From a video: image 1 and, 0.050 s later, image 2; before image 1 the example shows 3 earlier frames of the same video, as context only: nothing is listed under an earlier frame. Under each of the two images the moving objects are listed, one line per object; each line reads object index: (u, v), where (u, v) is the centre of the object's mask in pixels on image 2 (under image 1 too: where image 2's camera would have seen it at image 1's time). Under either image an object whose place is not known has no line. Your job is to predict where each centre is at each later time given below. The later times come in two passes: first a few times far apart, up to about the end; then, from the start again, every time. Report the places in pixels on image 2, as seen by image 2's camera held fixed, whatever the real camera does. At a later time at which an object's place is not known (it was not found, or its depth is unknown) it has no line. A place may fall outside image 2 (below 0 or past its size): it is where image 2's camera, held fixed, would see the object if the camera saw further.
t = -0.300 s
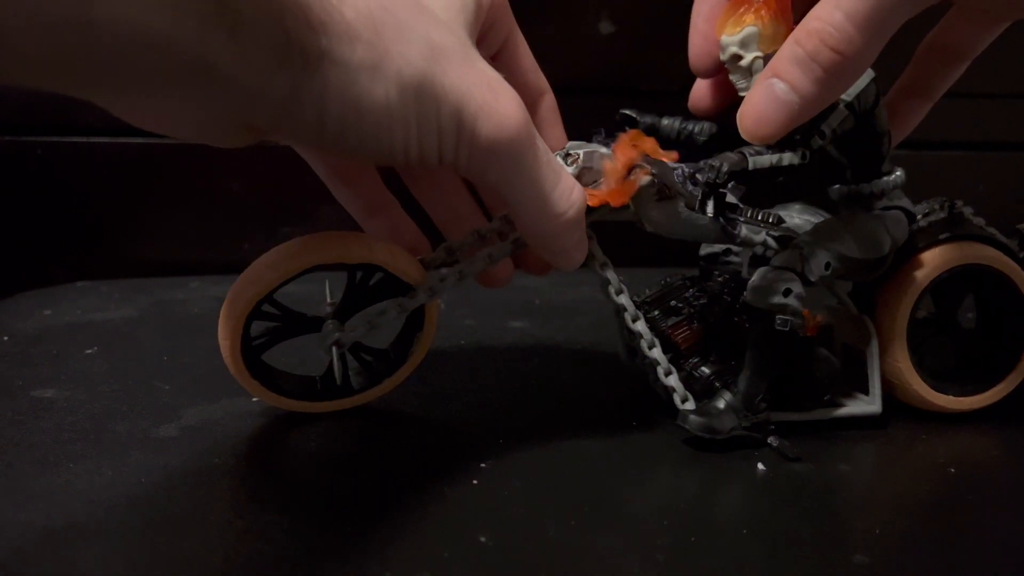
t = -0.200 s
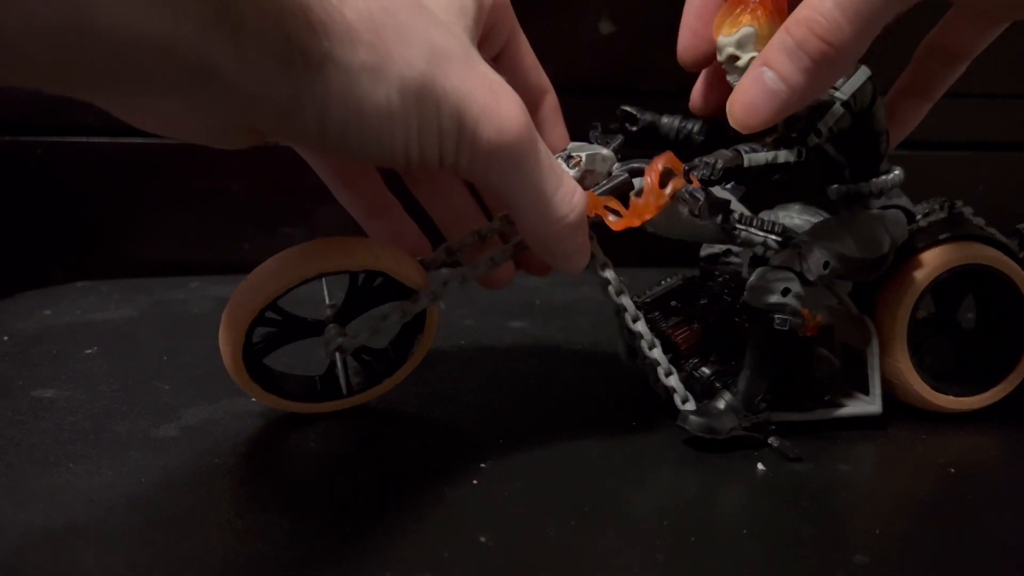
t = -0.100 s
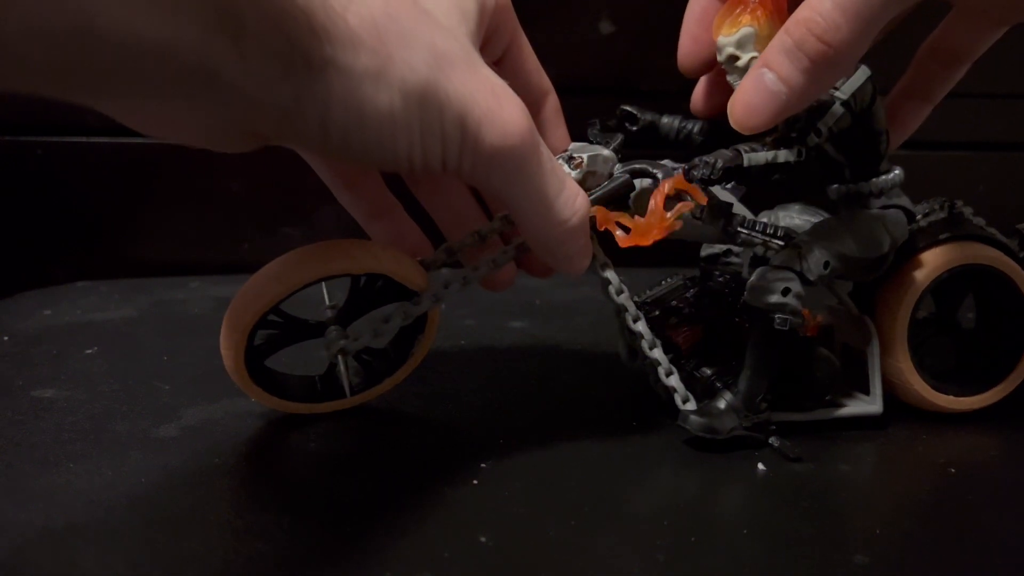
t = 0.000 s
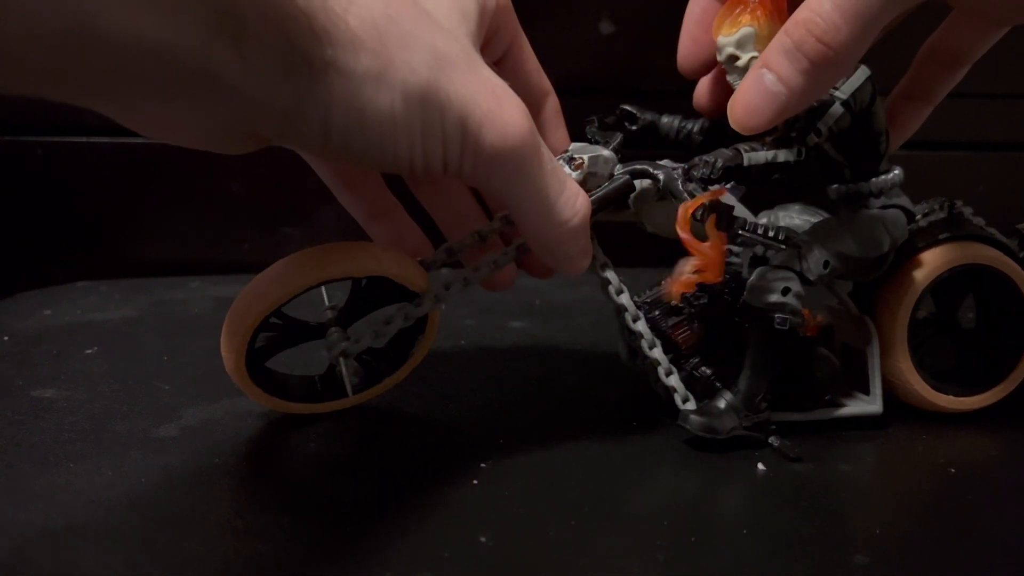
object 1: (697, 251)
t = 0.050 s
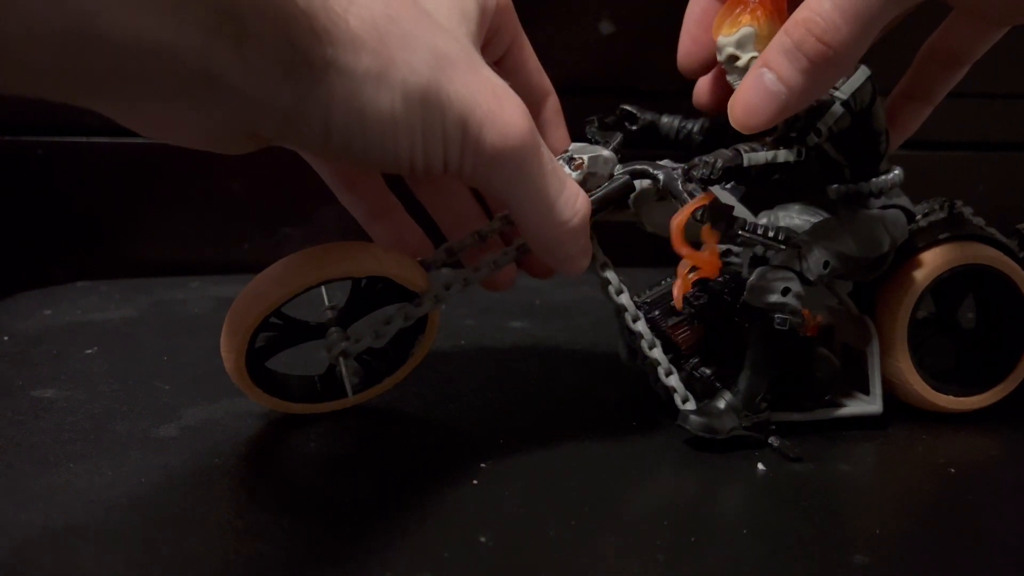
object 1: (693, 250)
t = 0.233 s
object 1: (549, 451)
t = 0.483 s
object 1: (524, 446)
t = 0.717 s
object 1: (535, 453)
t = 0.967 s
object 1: (537, 456)
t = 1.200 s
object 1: (537, 454)
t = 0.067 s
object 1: (689, 257)
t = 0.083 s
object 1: (683, 271)
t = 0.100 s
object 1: (678, 298)
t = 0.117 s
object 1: (674, 332)
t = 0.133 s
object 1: (656, 364)
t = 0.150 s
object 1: (627, 376)
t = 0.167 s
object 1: (607, 395)
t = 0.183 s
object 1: (584, 424)
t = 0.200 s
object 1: (571, 443)
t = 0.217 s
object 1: (558, 449)
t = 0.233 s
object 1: (549, 451)
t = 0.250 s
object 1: (544, 453)
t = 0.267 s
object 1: (543, 454)
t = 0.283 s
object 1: (543, 455)
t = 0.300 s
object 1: (543, 455)
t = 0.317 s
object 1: (542, 455)
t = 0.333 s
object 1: (542, 455)
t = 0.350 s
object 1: (539, 455)
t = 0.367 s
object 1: (537, 455)
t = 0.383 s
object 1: (535, 453)
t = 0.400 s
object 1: (533, 451)
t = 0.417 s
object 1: (531, 450)
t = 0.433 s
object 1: (528, 449)
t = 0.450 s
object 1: (526, 447)
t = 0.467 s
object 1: (524, 446)
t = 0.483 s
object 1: (524, 446)
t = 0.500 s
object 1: (526, 447)
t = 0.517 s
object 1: (528, 448)
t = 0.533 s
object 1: (530, 449)
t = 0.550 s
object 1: (531, 450)
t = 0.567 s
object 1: (532, 451)
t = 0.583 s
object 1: (534, 453)
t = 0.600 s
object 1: (536, 454)
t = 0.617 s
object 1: (538, 455)
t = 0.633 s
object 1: (540, 455)
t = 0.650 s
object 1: (541, 455)
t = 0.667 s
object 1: (541, 455)
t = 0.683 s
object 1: (538, 455)
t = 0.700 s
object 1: (536, 454)
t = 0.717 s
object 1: (535, 453)
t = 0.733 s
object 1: (535, 452)
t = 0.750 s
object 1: (534, 452)
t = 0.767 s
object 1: (534, 452)
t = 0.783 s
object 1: (535, 452)
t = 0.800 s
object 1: (535, 453)
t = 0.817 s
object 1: (536, 454)
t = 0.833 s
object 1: (538, 455)
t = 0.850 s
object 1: (539, 455)
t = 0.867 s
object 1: (539, 455)
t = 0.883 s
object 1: (538, 455)
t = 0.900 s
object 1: (536, 454)
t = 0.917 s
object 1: (535, 454)
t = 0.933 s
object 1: (535, 454)
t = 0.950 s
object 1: (536, 454)
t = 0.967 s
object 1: (537, 456)
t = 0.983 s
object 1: (539, 455)
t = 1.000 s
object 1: (538, 456)
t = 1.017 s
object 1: (537, 454)
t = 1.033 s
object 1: (536, 454)
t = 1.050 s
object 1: (538, 455)
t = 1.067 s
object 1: (538, 455)
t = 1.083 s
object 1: (537, 454)
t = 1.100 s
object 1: (537, 454)
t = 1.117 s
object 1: (537, 454)
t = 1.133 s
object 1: (537, 454)
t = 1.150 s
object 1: (537, 454)
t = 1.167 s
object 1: (537, 454)
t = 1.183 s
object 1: (537, 454)
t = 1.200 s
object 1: (537, 454)
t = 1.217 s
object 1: (538, 454)
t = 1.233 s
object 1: (538, 454)
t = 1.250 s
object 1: (538, 454)
